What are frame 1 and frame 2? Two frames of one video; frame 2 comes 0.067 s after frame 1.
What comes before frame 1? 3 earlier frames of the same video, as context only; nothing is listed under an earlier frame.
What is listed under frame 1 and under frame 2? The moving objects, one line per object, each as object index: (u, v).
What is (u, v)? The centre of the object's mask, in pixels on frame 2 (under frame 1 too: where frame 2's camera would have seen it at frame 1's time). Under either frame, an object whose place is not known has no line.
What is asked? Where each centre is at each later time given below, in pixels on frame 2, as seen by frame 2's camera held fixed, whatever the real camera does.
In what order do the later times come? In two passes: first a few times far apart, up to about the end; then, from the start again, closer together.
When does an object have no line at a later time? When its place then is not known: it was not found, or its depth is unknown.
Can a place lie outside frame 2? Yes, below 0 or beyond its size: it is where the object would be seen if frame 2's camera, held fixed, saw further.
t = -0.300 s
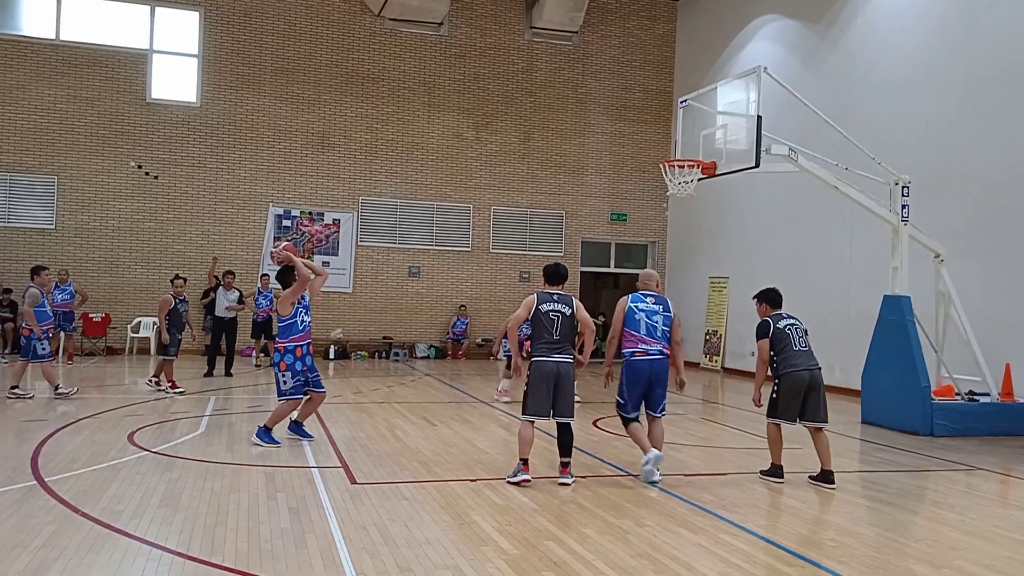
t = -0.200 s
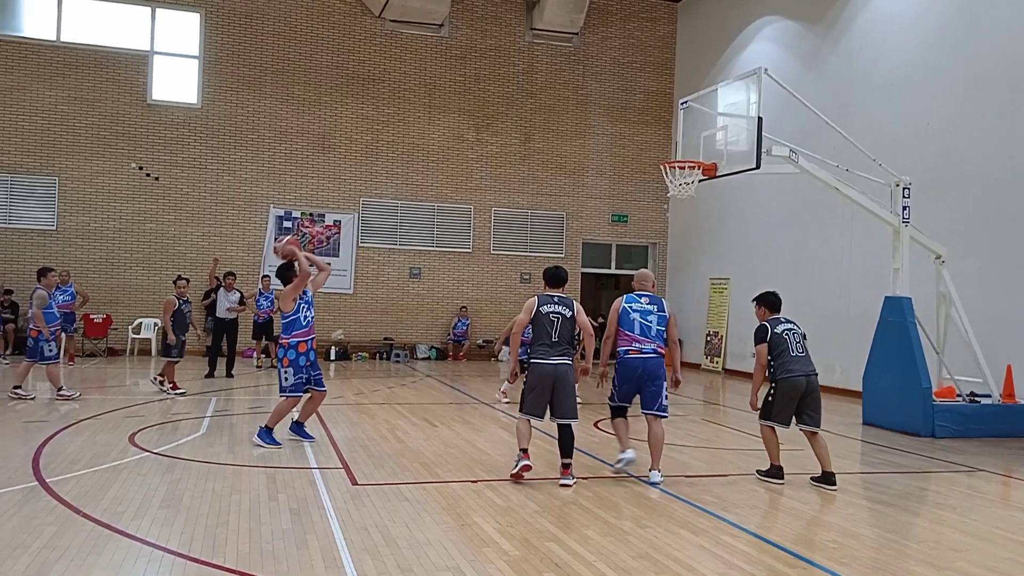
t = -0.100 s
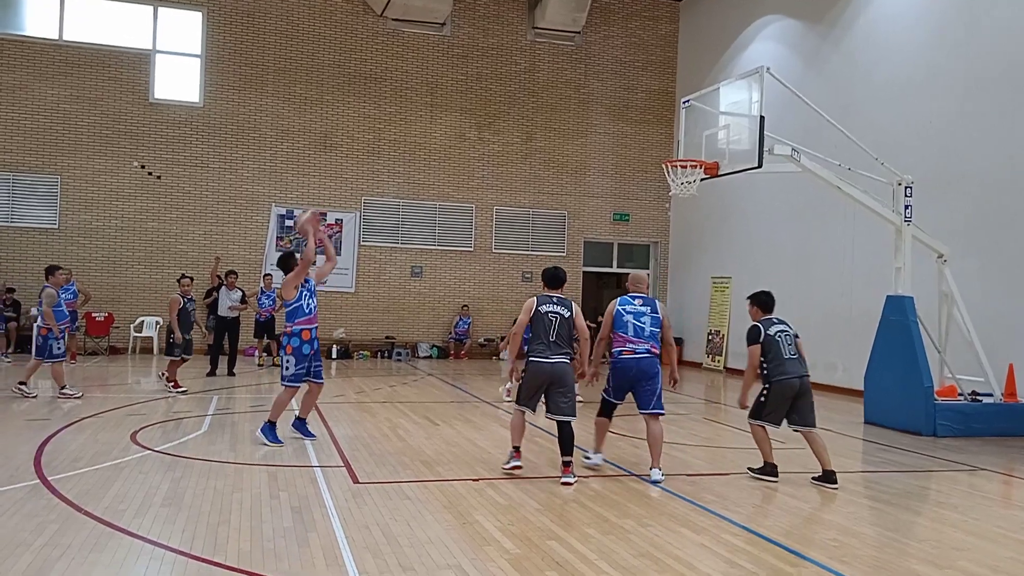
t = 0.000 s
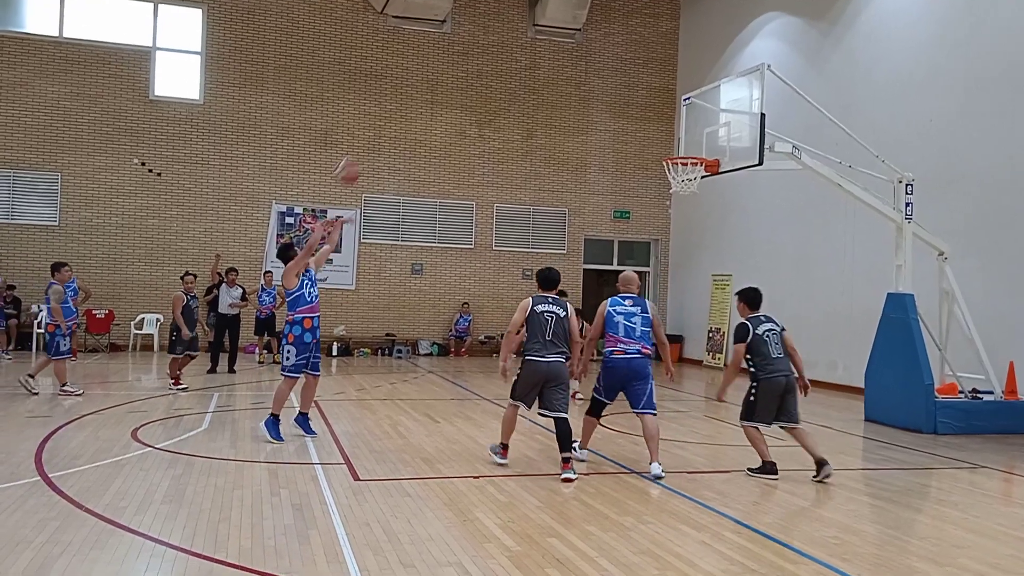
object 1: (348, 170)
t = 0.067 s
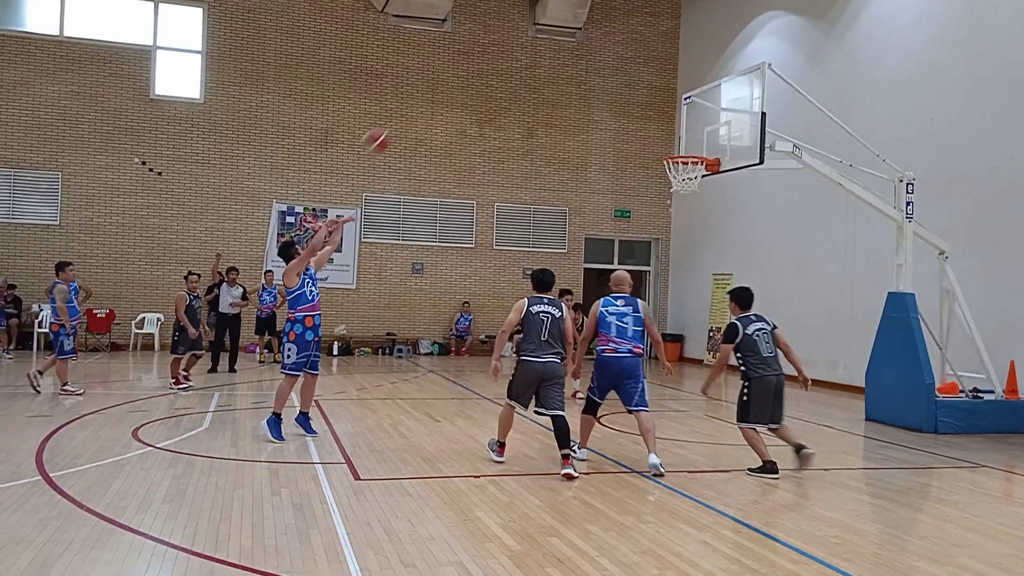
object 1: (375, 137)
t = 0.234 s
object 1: (443, 87)
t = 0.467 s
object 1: (528, 65)
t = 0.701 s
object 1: (603, 89)
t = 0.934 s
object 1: (660, 146)
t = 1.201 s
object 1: (615, 112)
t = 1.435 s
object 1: (572, 135)
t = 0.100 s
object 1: (389, 125)
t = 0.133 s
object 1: (403, 115)
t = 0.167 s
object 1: (417, 105)
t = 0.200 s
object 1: (430, 96)
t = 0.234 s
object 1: (443, 87)
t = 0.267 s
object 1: (457, 76)
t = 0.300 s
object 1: (468, 73)
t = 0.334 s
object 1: (480, 71)
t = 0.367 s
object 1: (492, 68)
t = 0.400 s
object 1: (505, 66)
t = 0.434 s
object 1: (517, 65)
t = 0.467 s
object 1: (528, 65)
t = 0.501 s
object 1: (539, 65)
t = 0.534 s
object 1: (551, 66)
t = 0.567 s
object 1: (561, 66)
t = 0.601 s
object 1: (572, 70)
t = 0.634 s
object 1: (582, 76)
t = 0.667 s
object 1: (593, 82)
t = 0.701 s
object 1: (603, 89)
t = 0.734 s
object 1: (613, 95)
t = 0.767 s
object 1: (623, 105)
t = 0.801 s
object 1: (633, 113)
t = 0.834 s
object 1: (643, 123)
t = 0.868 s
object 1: (652, 134)
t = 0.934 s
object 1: (660, 146)
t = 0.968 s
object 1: (655, 136)
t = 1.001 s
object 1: (649, 129)
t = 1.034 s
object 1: (644, 124)
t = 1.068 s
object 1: (638, 120)
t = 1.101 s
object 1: (632, 117)
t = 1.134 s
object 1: (626, 114)
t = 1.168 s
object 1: (620, 113)
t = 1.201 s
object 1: (615, 112)
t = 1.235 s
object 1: (609, 112)
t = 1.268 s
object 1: (603, 114)
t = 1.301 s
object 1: (597, 115)
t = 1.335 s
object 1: (591, 119)
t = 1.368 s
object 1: (584, 124)
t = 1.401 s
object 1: (578, 129)
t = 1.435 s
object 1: (572, 135)
